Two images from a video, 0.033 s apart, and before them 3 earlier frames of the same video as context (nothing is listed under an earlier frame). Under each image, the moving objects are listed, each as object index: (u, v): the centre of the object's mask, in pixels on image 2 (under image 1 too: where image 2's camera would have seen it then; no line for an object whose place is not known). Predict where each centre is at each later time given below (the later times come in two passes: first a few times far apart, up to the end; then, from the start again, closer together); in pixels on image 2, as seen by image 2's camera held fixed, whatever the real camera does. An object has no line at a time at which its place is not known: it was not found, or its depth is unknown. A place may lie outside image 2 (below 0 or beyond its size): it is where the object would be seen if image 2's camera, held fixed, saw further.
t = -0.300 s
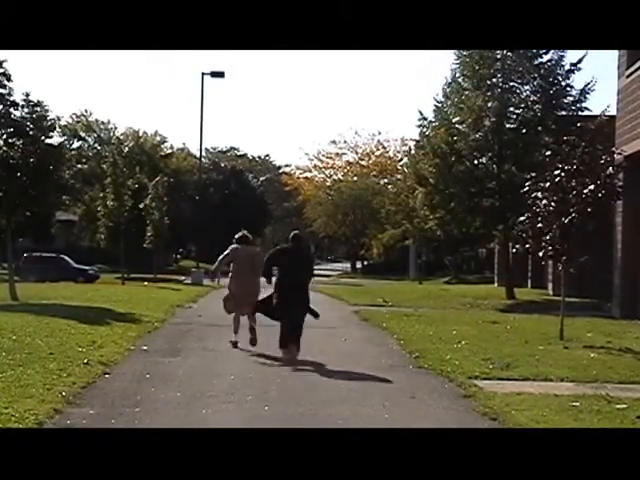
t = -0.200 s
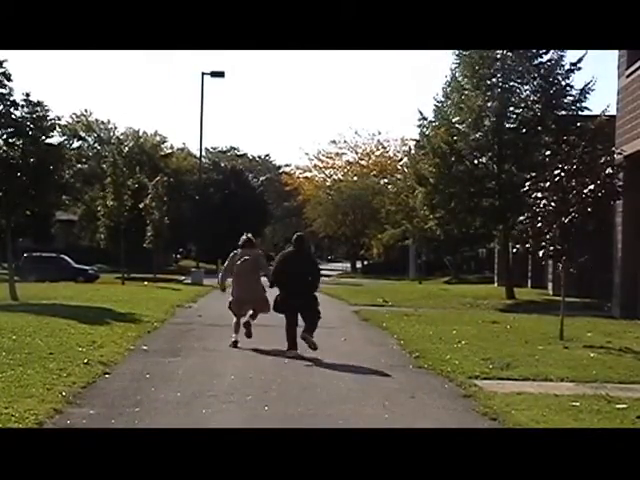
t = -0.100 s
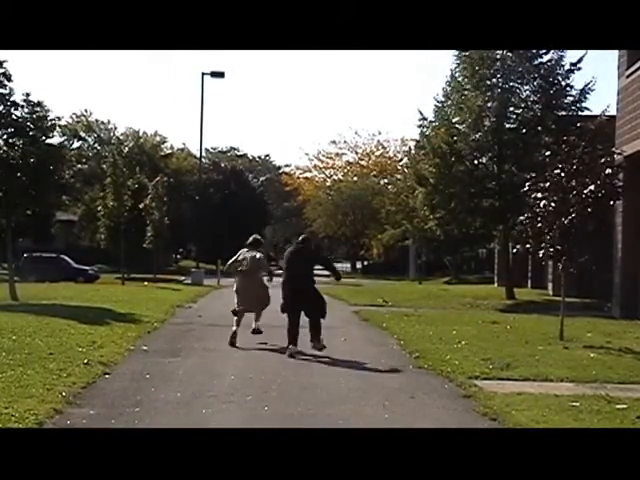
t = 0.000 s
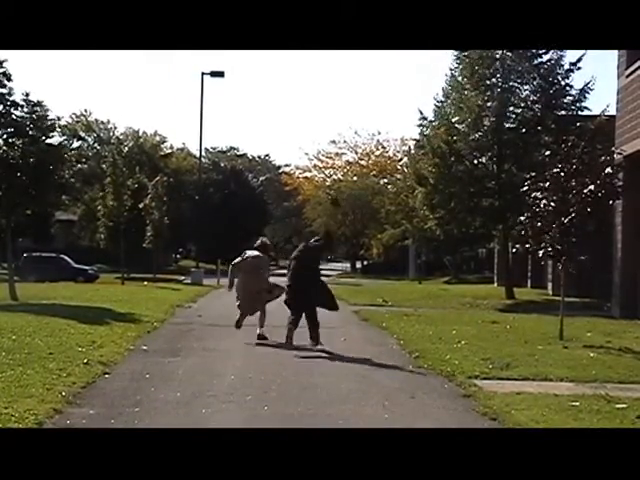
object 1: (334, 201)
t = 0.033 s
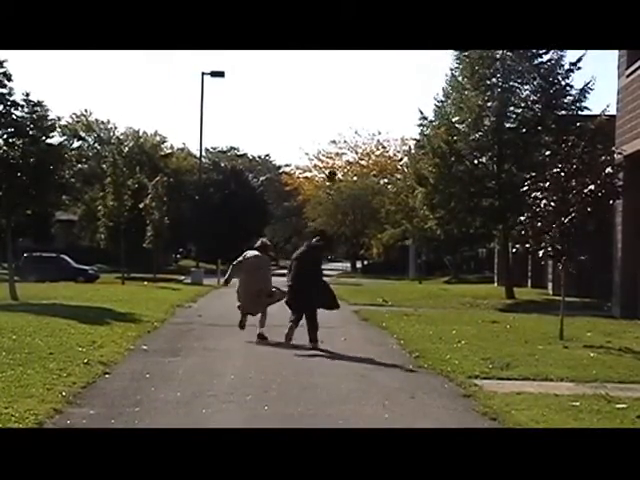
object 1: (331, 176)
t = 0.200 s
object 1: (317, 87)
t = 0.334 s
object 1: (317, 51)
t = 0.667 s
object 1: (320, 51)
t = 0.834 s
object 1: (317, 75)
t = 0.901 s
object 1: (314, 89)
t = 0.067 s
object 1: (327, 155)
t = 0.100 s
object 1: (320, 124)
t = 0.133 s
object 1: (321, 110)
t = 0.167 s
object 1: (318, 97)
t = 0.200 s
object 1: (317, 87)
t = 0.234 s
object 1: (318, 77)
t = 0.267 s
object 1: (319, 59)
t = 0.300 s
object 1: (318, 54)
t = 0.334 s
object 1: (317, 51)
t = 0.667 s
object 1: (320, 51)
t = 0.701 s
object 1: (319, 52)
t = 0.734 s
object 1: (319, 54)
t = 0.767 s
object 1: (318, 64)
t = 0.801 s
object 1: (317, 70)
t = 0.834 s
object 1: (317, 75)
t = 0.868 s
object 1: (316, 82)
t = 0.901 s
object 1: (314, 89)
